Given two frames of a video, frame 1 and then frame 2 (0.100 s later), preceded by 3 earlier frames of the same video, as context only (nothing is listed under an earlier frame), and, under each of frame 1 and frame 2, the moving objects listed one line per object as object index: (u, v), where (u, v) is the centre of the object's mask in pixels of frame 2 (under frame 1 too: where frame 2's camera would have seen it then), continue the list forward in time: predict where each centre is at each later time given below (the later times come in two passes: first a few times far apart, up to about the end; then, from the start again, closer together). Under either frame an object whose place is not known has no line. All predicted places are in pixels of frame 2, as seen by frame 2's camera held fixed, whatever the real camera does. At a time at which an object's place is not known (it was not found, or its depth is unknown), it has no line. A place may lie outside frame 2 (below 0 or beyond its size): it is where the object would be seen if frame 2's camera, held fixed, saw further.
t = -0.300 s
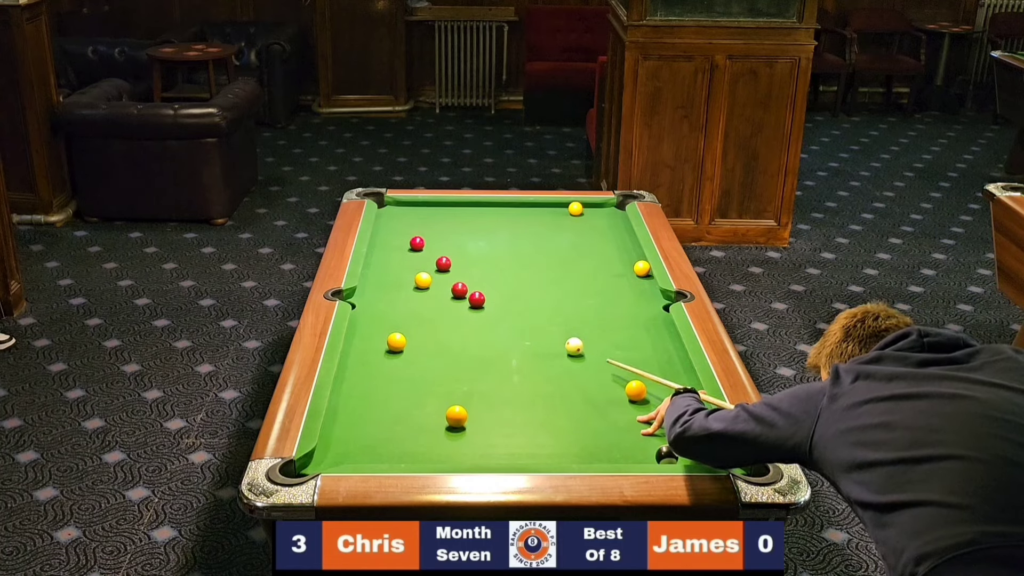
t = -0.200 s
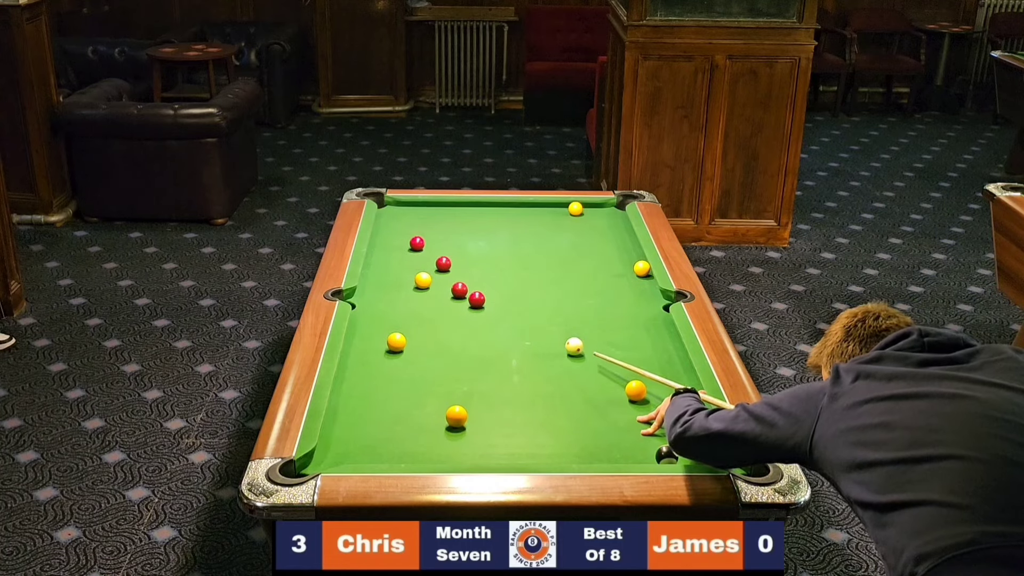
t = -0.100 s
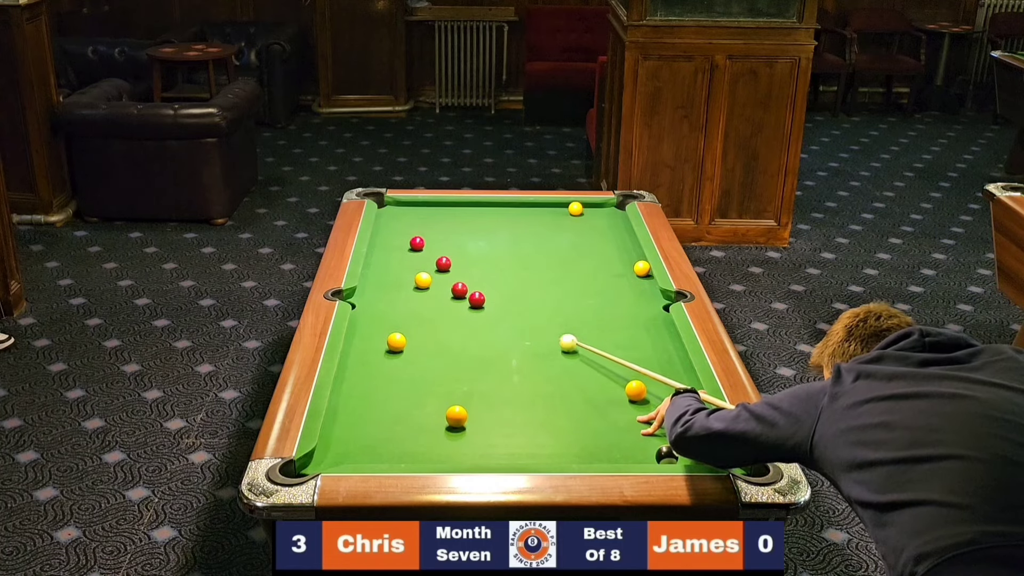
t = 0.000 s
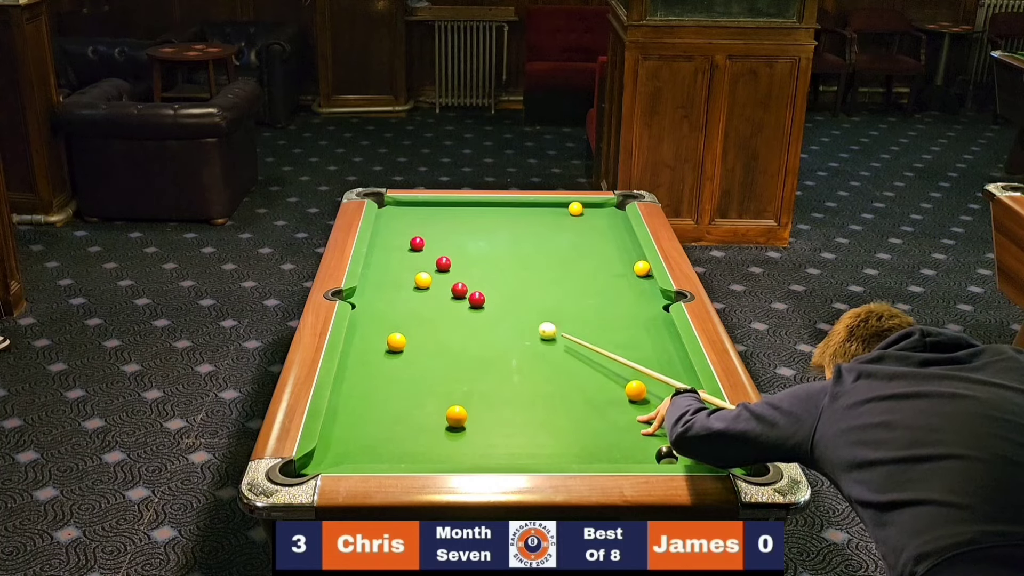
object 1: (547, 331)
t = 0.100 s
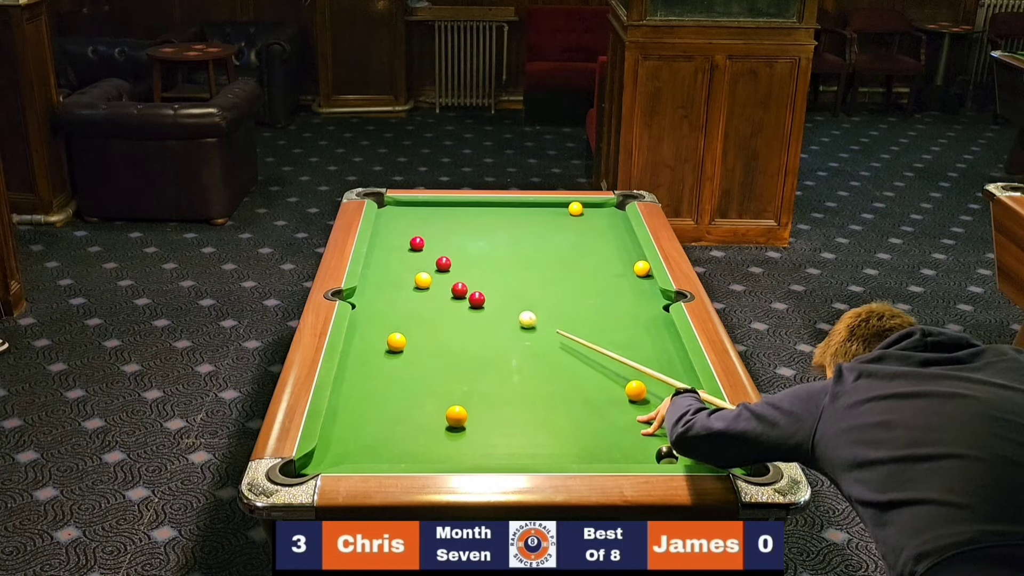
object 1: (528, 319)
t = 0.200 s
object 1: (509, 308)
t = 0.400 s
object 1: (489, 289)
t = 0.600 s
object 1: (481, 272)
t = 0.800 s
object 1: (474, 256)
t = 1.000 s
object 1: (467, 242)
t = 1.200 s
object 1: (460, 229)
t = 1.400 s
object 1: (455, 218)
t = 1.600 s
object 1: (449, 207)
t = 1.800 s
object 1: (445, 209)
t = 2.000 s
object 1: (441, 216)
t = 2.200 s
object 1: (438, 224)
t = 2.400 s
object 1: (434, 231)
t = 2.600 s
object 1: (431, 238)
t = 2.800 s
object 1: (433, 243)
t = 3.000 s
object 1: (438, 247)
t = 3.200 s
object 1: (443, 250)
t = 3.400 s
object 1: (448, 253)
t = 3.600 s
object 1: (452, 256)
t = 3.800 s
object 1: (455, 259)
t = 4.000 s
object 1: (457, 262)
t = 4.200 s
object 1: (459, 264)
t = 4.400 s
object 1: (461, 265)
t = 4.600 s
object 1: (462, 266)
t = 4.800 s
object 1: (463, 266)
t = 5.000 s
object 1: (464, 267)
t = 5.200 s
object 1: (464, 267)
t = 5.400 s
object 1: (464, 267)
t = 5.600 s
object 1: (464, 266)
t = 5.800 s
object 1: (464, 266)
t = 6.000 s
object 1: (464, 266)
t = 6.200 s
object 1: (464, 266)
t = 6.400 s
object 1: (464, 266)
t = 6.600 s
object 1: (464, 266)
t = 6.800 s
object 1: (464, 266)
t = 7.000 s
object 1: (464, 266)
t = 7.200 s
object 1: (464, 266)
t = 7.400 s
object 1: (464, 266)
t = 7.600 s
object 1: (464, 266)
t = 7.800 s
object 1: (464, 266)
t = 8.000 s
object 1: (464, 266)
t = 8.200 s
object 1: (463, 266)
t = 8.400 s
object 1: (463, 266)
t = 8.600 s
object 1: (464, 266)
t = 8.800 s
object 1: (463, 266)
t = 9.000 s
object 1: (463, 266)
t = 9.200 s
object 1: (463, 266)
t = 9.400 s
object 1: (463, 266)
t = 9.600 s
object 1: (463, 266)
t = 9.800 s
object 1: (463, 266)
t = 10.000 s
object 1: (463, 267)
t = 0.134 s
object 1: (521, 316)
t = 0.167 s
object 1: (515, 312)
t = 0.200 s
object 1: (509, 308)
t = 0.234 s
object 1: (503, 305)
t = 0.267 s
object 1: (497, 302)
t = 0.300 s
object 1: (493, 299)
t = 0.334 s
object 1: (492, 295)
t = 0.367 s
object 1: (491, 292)
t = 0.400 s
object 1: (489, 289)
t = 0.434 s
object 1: (488, 286)
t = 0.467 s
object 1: (487, 283)
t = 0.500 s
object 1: (485, 280)
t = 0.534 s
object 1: (484, 277)
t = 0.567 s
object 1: (483, 274)
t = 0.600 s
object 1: (481, 272)
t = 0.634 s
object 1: (480, 269)
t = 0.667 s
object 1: (479, 266)
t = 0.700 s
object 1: (478, 264)
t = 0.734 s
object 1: (476, 261)
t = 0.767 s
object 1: (475, 259)
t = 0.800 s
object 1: (474, 256)
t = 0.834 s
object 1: (473, 254)
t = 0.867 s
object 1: (471, 251)
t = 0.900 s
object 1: (470, 249)
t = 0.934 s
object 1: (469, 246)
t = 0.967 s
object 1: (468, 244)
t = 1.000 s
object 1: (467, 242)
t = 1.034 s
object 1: (466, 240)
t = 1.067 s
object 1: (465, 238)
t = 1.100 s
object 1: (464, 235)
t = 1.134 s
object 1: (463, 233)
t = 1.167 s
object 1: (462, 231)
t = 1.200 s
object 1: (460, 229)
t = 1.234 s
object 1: (460, 227)
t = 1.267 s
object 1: (459, 225)
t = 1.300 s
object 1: (458, 223)
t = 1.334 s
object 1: (457, 221)
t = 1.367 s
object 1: (456, 219)
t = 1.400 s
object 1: (455, 218)
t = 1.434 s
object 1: (454, 216)
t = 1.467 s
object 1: (453, 214)
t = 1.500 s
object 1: (452, 212)
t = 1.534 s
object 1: (451, 210)
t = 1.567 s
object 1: (450, 209)
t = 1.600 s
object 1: (449, 207)
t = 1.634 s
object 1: (449, 206)
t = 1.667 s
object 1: (448, 204)
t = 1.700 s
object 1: (447, 205)
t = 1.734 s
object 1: (446, 206)
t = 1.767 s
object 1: (446, 207)
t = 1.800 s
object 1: (445, 209)
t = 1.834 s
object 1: (445, 210)
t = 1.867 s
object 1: (444, 211)
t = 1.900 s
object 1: (443, 212)
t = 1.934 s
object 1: (443, 214)
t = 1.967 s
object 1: (442, 215)
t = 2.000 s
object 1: (441, 216)
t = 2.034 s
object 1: (441, 218)
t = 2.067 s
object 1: (440, 219)
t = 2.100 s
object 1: (439, 220)
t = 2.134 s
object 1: (439, 221)
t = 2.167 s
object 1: (438, 222)
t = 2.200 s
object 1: (438, 224)
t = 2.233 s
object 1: (437, 225)
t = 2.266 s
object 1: (436, 226)
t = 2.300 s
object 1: (436, 227)
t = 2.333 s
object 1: (435, 228)
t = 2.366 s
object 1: (435, 229)
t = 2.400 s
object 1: (434, 231)
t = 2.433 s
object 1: (433, 232)
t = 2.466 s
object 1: (433, 233)
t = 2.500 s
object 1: (432, 234)
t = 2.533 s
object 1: (432, 235)
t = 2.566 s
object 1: (431, 236)
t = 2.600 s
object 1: (431, 238)
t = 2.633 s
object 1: (430, 239)
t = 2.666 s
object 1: (430, 240)
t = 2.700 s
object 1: (430, 241)
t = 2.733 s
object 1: (430, 242)
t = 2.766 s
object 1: (432, 242)
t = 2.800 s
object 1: (433, 243)
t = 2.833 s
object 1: (434, 244)
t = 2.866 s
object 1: (434, 245)
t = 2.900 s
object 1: (435, 245)
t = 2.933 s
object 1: (436, 246)
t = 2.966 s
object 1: (437, 246)
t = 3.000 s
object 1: (438, 247)
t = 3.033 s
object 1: (439, 248)
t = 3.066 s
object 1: (440, 248)
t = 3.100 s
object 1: (441, 249)
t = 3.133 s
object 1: (441, 249)
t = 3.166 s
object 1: (442, 250)
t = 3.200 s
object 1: (443, 250)
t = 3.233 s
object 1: (444, 250)
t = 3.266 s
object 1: (445, 251)
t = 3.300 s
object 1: (445, 251)
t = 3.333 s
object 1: (446, 252)
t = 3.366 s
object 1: (447, 252)
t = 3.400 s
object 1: (448, 253)
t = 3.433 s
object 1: (449, 253)
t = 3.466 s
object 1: (449, 254)
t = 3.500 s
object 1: (450, 254)
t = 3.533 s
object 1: (451, 255)
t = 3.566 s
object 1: (451, 255)
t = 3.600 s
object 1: (452, 256)
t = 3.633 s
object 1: (453, 256)
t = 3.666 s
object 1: (453, 257)
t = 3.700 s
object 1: (454, 258)
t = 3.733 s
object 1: (454, 258)
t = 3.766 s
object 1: (455, 259)
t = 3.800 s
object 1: (455, 259)
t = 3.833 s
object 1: (456, 259)
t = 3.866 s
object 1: (456, 260)
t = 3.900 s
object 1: (456, 261)
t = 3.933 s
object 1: (457, 261)
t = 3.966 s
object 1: (457, 261)
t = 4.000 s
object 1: (457, 262)
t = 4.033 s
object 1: (458, 262)
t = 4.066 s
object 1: (458, 262)
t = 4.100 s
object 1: (458, 263)
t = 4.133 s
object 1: (459, 263)
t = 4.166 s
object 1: (459, 263)
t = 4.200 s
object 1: (459, 264)
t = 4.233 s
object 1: (460, 264)
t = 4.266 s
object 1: (460, 264)
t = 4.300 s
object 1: (460, 264)
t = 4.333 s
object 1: (461, 265)
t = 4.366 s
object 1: (461, 265)
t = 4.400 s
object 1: (461, 265)
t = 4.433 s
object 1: (461, 265)
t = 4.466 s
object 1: (462, 265)
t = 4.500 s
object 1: (462, 265)
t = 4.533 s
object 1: (462, 266)
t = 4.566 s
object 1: (462, 266)
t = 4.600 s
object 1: (462, 266)
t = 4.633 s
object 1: (463, 266)
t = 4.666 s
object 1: (463, 266)
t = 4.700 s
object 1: (463, 266)
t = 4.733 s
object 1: (463, 266)
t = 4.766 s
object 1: (463, 266)
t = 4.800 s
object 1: (463, 266)
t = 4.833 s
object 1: (463, 266)
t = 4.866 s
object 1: (463, 266)
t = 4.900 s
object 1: (463, 266)
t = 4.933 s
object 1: (463, 266)
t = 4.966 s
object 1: (464, 266)
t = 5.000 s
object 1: (464, 267)
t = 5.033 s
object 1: (464, 266)
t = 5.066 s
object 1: (464, 266)
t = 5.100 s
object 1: (464, 266)
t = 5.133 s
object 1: (464, 267)
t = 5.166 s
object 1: (464, 266)
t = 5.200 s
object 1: (464, 267)
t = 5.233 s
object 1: (464, 266)
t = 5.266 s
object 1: (464, 266)
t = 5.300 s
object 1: (464, 267)
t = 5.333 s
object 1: (464, 266)
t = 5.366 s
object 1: (464, 267)
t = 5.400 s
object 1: (464, 267)
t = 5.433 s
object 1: (464, 266)
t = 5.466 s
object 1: (464, 266)
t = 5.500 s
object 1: (464, 267)
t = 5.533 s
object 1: (464, 266)
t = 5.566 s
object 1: (464, 267)
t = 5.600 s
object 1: (464, 266)
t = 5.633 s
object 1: (464, 266)
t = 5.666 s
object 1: (464, 266)
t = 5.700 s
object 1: (464, 266)
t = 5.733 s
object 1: (464, 266)
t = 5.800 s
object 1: (464, 266)
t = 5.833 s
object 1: (464, 266)
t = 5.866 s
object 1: (464, 266)
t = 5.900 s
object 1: (464, 266)
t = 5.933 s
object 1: (464, 266)
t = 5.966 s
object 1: (464, 266)
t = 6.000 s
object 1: (464, 266)
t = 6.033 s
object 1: (464, 266)
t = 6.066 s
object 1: (464, 266)
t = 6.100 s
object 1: (464, 266)
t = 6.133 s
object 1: (464, 266)
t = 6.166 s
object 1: (464, 266)
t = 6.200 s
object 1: (464, 266)
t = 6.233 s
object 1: (464, 266)
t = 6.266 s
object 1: (464, 266)
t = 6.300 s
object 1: (464, 266)
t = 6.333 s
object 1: (464, 266)
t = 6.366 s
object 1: (464, 266)
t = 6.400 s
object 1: (464, 266)
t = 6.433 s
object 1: (464, 266)
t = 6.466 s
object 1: (464, 266)
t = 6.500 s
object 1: (464, 266)
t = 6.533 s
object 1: (464, 266)
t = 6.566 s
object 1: (464, 266)
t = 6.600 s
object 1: (464, 266)
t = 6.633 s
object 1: (464, 266)
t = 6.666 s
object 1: (464, 266)
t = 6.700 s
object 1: (464, 266)
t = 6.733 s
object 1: (464, 266)
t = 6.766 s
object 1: (464, 266)
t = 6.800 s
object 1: (464, 266)
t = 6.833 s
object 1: (464, 266)
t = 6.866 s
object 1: (464, 266)
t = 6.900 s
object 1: (464, 266)
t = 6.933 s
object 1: (464, 266)
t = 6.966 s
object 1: (464, 266)
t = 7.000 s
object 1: (464, 266)
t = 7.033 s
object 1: (464, 266)
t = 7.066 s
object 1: (464, 266)
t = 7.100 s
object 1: (464, 266)
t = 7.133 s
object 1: (464, 266)
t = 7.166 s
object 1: (464, 266)
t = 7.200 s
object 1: (464, 266)
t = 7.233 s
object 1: (464, 266)
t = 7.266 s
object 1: (464, 266)
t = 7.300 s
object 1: (463, 266)
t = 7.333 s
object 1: (464, 266)
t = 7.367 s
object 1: (464, 266)
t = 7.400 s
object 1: (464, 266)
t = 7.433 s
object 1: (464, 266)
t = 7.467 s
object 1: (464, 266)
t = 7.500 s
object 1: (464, 266)
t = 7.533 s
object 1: (464, 266)
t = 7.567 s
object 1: (464, 266)
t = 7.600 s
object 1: (464, 266)
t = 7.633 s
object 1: (464, 266)
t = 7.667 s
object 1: (464, 266)
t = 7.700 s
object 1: (464, 266)
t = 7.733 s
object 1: (464, 266)
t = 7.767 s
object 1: (463, 266)
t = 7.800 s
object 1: (464, 266)
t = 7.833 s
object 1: (463, 266)
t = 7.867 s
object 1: (463, 266)
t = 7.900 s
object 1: (464, 266)
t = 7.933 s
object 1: (464, 266)
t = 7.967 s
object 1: (464, 266)
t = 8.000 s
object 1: (464, 266)
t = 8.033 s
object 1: (463, 266)
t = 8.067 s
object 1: (463, 266)
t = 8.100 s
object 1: (463, 266)
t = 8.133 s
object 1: (463, 266)
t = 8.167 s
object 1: (463, 266)
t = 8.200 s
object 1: (463, 266)
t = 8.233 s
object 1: (463, 266)
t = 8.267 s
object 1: (464, 266)
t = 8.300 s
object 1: (464, 266)
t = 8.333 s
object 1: (463, 266)
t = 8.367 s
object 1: (464, 266)
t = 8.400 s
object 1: (463, 266)
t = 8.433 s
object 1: (463, 266)
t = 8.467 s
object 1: (463, 266)
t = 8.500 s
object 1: (464, 266)
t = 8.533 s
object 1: (464, 267)
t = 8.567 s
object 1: (464, 266)
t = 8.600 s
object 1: (464, 266)
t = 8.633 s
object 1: (464, 266)
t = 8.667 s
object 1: (463, 266)
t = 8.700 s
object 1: (463, 266)
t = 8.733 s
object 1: (464, 266)
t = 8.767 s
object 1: (463, 266)
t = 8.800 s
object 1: (463, 266)
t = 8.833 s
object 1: (463, 266)
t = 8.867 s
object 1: (463, 266)
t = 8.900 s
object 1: (463, 266)
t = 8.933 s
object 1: (463, 266)
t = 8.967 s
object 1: (463, 266)
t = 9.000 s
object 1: (463, 266)
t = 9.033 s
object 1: (463, 266)
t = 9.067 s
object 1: (463, 266)
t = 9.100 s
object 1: (463, 266)
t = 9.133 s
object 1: (463, 266)
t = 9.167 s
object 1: (463, 266)
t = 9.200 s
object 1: (463, 266)
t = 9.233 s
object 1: (463, 266)
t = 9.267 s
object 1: (463, 266)
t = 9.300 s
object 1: (463, 266)
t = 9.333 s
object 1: (463, 266)
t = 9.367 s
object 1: (463, 266)
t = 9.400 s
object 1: (463, 266)
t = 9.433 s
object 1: (463, 266)
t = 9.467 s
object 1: (463, 266)
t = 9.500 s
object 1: (463, 266)
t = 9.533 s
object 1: (463, 266)
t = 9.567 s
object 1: (463, 266)
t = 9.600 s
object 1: (463, 266)
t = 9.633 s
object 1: (463, 267)
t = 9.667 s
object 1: (463, 266)
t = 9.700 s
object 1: (463, 266)
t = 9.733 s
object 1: (463, 266)
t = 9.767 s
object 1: (463, 266)
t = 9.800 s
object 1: (463, 266)
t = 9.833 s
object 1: (463, 266)
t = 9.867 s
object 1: (463, 266)
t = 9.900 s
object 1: (463, 266)
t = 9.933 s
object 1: (463, 266)
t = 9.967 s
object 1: (463, 267)
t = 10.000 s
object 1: (463, 267)
